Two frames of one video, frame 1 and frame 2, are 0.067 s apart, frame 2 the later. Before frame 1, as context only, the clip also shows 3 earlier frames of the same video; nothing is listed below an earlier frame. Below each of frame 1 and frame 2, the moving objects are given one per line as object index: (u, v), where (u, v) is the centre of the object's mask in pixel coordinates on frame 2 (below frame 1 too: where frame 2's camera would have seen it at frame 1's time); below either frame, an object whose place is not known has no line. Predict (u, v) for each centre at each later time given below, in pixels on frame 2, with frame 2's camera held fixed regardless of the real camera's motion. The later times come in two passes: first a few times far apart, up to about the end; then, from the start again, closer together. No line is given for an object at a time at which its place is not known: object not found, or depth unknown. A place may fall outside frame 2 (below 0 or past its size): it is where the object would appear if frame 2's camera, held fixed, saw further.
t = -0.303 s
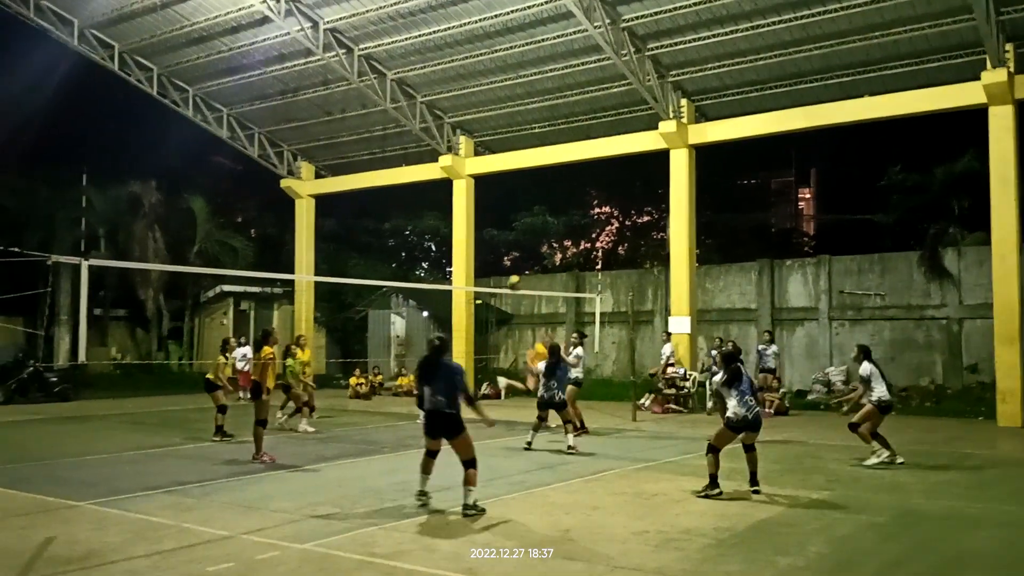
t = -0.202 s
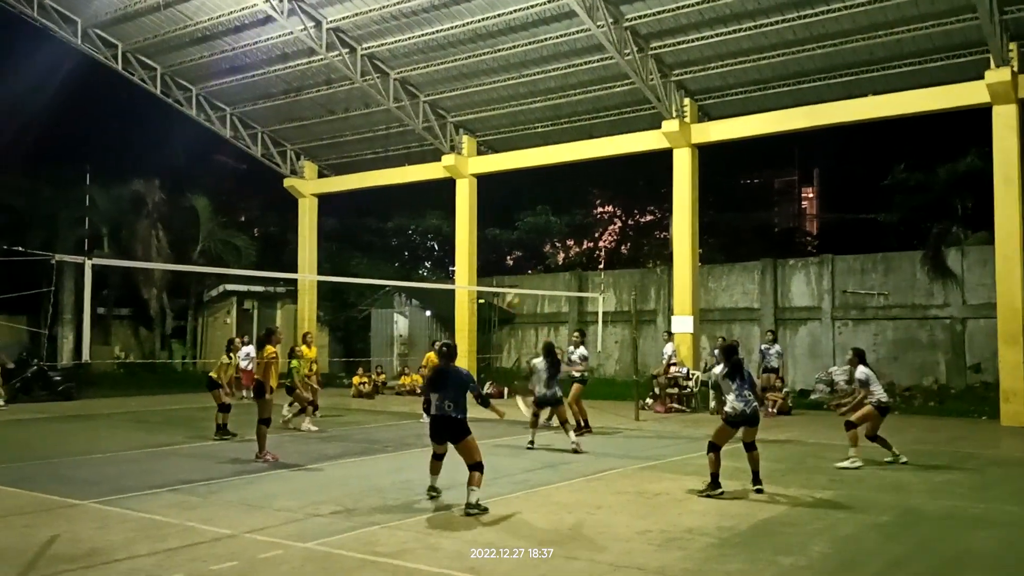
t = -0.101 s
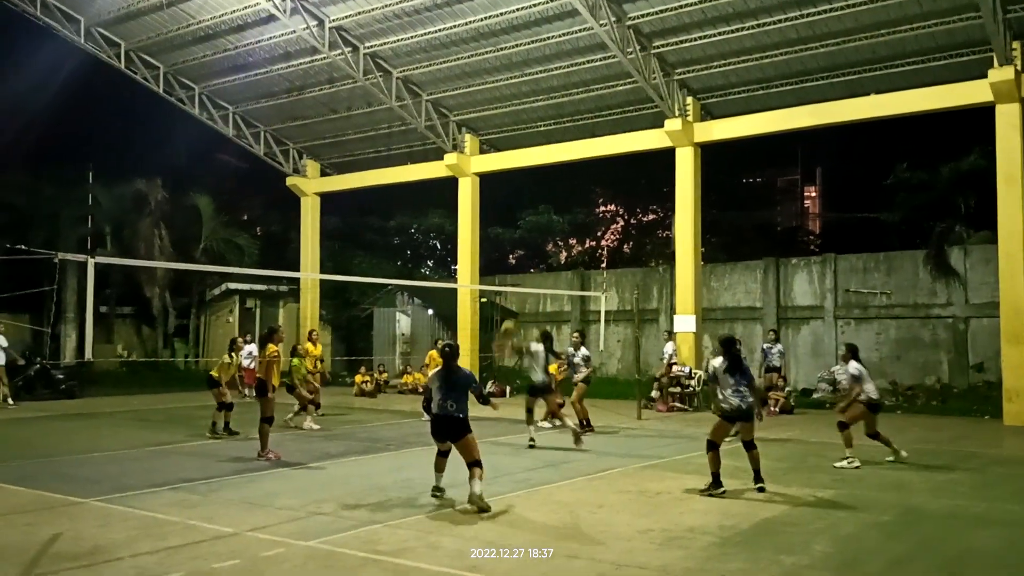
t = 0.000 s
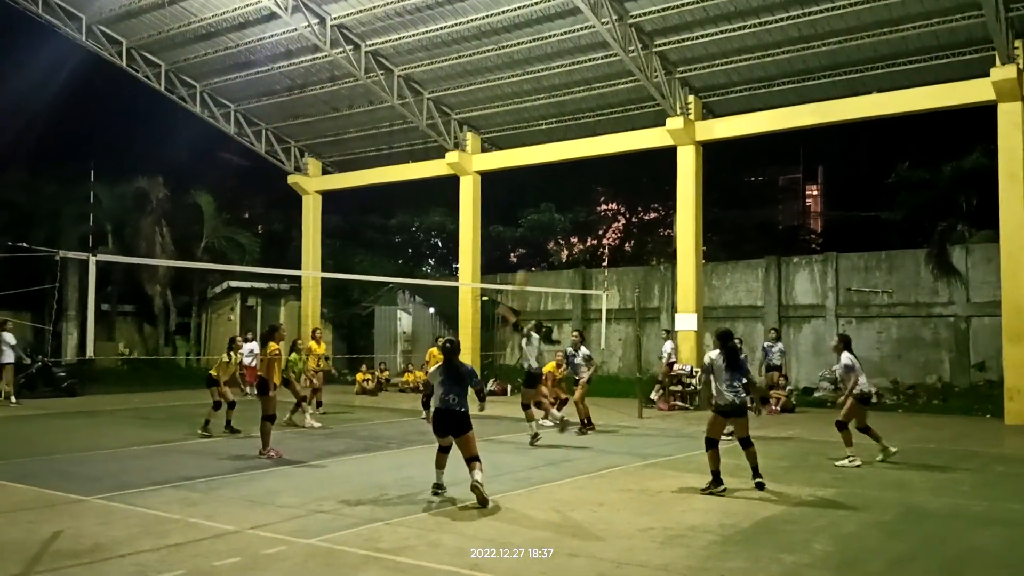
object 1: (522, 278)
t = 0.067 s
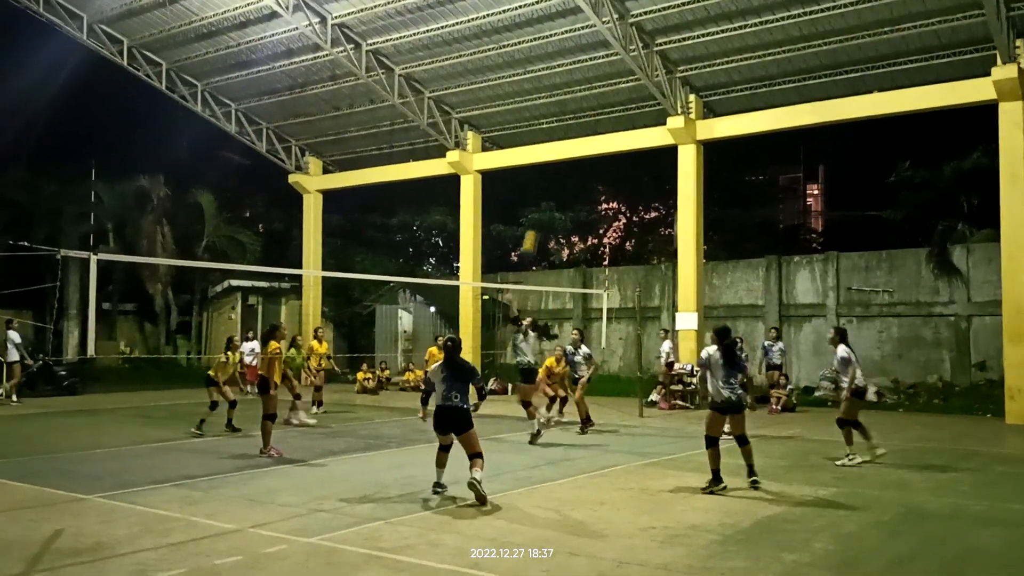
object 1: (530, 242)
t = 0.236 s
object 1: (552, 167)
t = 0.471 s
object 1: (583, 94)
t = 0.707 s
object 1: (613, 65)
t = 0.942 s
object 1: (641, 74)
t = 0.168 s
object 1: (543, 193)
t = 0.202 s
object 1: (548, 179)
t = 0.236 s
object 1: (552, 167)
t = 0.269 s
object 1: (559, 151)
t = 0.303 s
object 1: (562, 138)
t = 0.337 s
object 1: (565, 128)
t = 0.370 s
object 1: (570, 117)
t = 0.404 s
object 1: (574, 108)
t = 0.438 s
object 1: (579, 100)
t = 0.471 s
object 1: (583, 94)
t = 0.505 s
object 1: (588, 88)
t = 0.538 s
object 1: (592, 82)
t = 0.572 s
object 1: (597, 78)
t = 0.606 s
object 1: (601, 73)
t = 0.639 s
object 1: (605, 70)
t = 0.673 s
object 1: (609, 67)
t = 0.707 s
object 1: (613, 65)
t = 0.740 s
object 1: (618, 64)
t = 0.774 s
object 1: (622, 64)
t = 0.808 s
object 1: (626, 65)
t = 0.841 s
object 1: (630, 67)
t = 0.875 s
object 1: (634, 69)
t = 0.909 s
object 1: (638, 72)
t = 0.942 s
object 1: (641, 74)
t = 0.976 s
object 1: (645, 79)
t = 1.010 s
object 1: (649, 83)
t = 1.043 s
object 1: (653, 89)
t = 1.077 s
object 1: (657, 94)
